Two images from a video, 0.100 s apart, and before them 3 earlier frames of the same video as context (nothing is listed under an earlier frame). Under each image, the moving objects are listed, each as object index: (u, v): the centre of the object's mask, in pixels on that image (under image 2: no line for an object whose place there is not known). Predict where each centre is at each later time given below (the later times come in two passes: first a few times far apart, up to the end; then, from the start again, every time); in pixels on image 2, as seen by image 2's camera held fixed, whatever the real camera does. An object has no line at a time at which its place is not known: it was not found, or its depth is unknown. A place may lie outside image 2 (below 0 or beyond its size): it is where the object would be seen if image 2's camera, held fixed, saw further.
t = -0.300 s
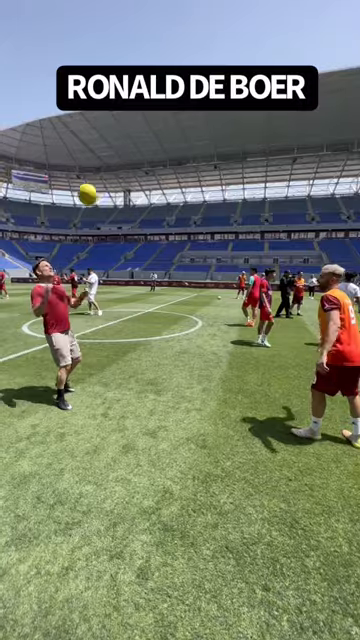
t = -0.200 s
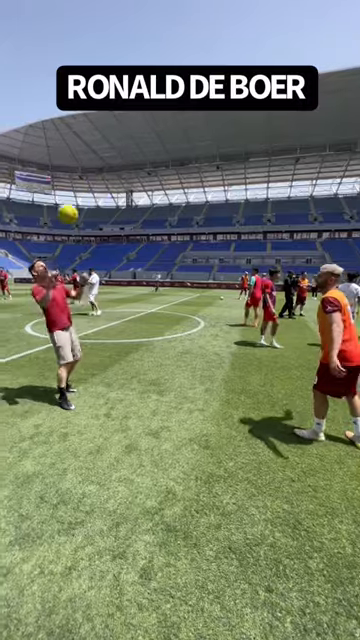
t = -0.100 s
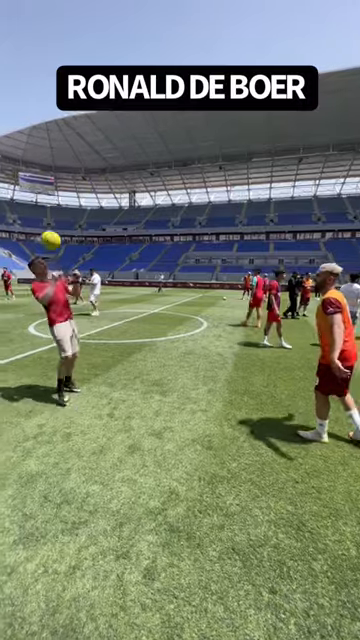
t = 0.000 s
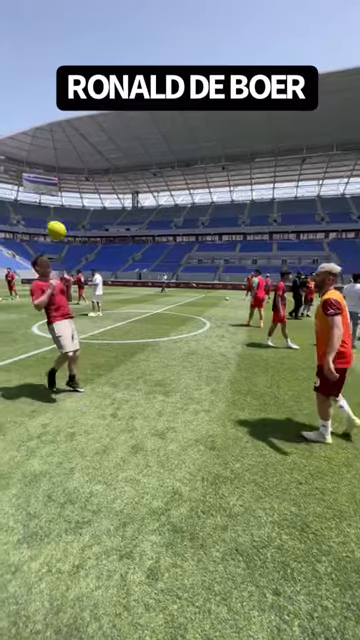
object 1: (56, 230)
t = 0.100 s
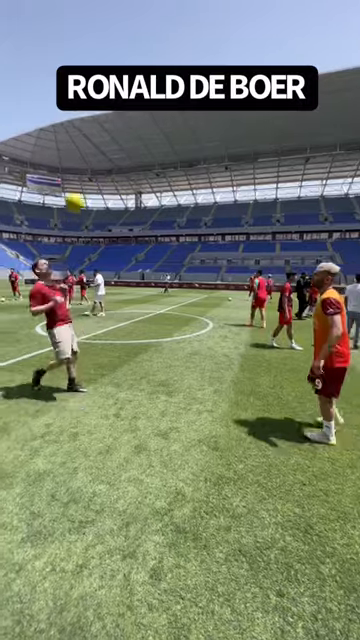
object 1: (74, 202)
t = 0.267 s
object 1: (102, 174)
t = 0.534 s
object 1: (149, 177)
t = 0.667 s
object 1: (172, 204)
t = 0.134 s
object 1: (80, 195)
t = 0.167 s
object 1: (85, 188)
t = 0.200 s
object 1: (91, 182)
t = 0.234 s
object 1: (96, 177)
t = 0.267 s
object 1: (102, 174)
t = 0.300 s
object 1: (108, 170)
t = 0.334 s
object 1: (114, 169)
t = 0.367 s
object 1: (119, 167)
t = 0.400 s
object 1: (125, 168)
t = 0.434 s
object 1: (131, 167)
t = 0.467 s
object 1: (137, 169)
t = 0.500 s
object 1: (143, 172)
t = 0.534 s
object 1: (149, 177)
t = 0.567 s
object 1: (155, 181)
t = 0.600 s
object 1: (161, 188)
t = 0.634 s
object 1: (166, 195)
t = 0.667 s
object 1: (172, 204)
